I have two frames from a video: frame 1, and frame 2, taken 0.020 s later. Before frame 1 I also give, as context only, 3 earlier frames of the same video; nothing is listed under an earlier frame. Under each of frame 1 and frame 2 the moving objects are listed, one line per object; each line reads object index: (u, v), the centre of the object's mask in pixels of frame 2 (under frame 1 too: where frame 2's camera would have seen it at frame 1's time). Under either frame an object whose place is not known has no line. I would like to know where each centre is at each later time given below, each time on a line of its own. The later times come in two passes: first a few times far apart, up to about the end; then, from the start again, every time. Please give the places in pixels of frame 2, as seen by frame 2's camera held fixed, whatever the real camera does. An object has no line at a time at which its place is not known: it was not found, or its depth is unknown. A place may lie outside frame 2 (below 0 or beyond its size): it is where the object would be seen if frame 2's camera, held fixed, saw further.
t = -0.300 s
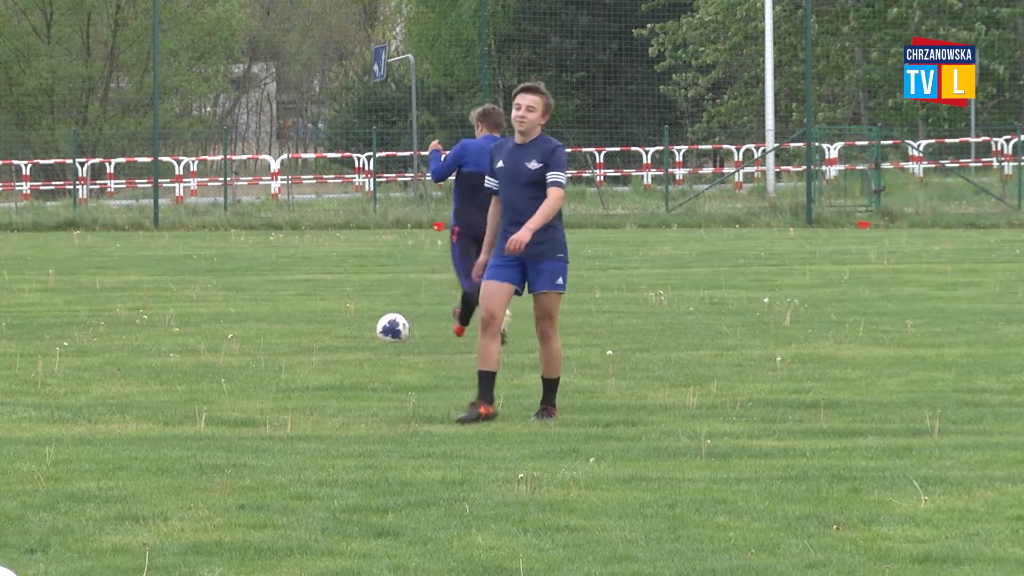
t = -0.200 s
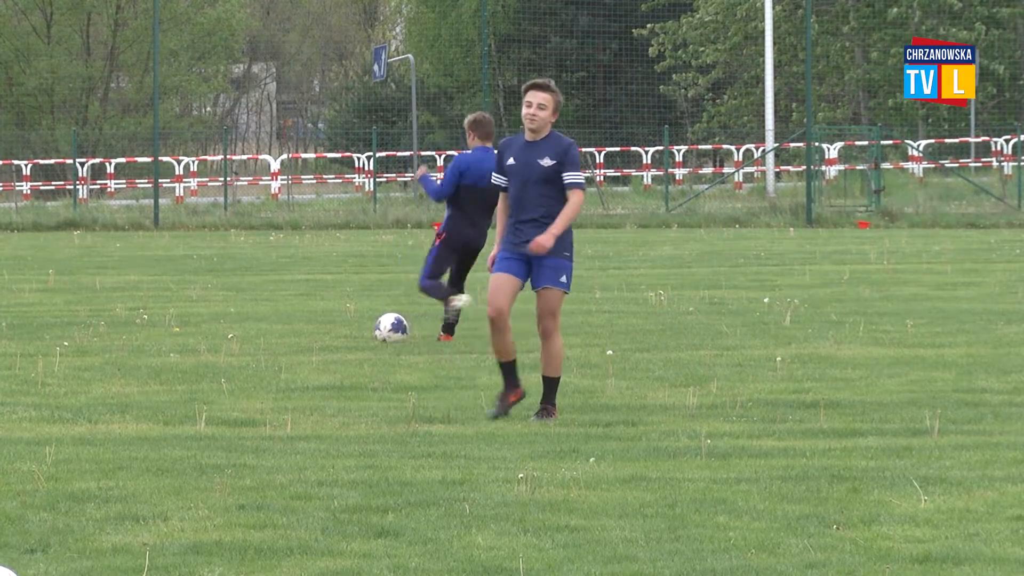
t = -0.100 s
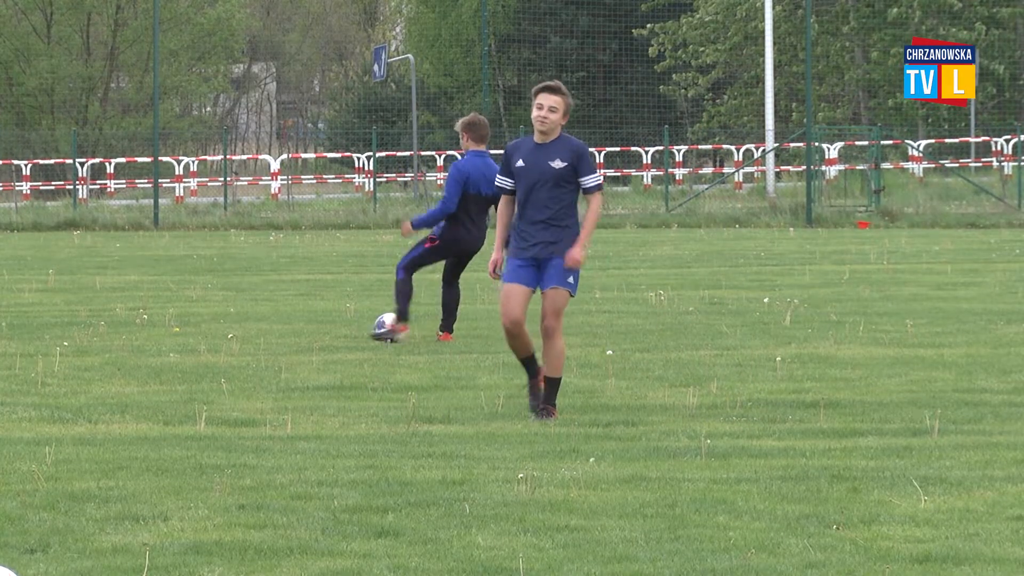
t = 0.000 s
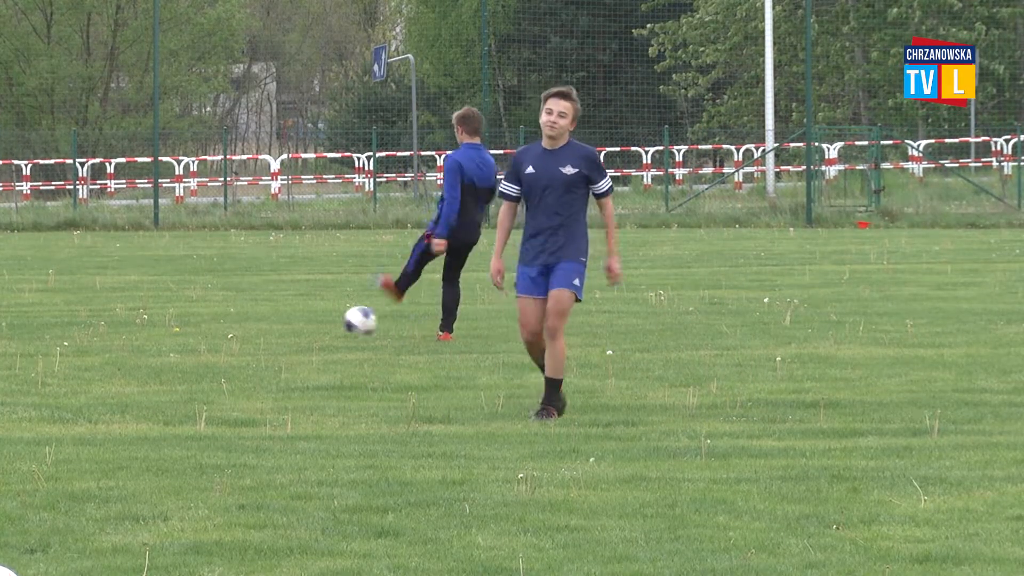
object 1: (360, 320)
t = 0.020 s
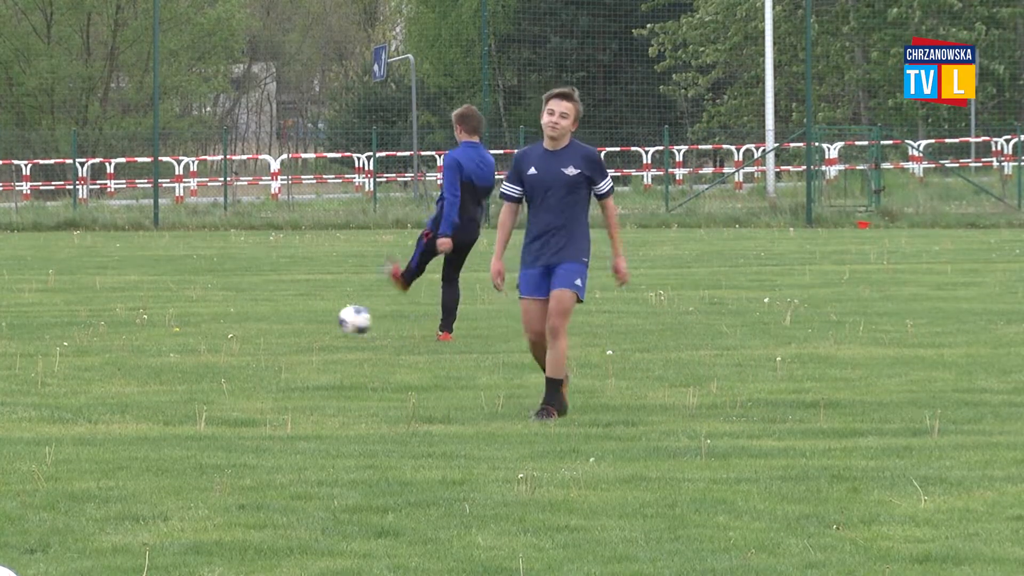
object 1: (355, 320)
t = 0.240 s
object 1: (302, 308)
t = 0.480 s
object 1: (264, 300)
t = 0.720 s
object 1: (240, 290)
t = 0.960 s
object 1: (223, 289)
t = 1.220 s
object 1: (209, 287)
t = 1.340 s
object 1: (204, 285)
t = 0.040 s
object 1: (349, 318)
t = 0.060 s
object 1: (343, 317)
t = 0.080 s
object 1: (338, 316)
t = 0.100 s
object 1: (333, 315)
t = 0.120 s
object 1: (329, 313)
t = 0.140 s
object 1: (324, 311)
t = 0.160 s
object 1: (319, 311)
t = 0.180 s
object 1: (315, 311)
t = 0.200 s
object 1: (310, 310)
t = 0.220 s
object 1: (306, 309)
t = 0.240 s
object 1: (302, 308)
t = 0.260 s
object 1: (298, 307)
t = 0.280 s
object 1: (295, 305)
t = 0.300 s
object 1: (291, 304)
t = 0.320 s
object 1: (288, 303)
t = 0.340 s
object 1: (284, 302)
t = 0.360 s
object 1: (281, 302)
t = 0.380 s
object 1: (278, 303)
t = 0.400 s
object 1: (274, 303)
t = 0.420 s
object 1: (272, 303)
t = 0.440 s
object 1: (269, 302)
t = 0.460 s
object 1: (267, 300)
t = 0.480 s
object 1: (264, 300)
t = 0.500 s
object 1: (262, 299)
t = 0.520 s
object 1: (259, 299)
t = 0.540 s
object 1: (257, 299)
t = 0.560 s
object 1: (255, 298)
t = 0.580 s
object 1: (252, 296)
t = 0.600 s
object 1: (251, 294)
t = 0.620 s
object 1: (249, 292)
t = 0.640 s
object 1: (247, 291)
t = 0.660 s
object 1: (245, 290)
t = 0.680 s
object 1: (243, 290)
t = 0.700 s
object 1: (241, 290)
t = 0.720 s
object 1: (240, 290)
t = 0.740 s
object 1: (237, 292)
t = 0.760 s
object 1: (236, 293)
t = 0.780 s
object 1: (234, 293)
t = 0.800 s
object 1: (234, 291)
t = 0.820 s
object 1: (232, 290)
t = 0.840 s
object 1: (231, 288)
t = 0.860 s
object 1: (229, 288)
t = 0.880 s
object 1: (228, 287)
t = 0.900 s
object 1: (227, 288)
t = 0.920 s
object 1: (226, 288)
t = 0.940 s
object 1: (224, 289)
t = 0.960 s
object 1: (223, 289)
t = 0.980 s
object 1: (222, 289)
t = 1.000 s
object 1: (222, 288)
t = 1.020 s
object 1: (220, 288)
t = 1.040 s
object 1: (219, 288)
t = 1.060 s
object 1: (218, 288)
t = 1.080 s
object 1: (217, 287)
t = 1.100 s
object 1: (216, 288)
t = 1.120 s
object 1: (215, 287)
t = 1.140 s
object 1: (213, 287)
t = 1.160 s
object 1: (212, 287)
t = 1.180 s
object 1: (211, 287)
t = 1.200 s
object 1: (211, 287)
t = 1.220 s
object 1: (209, 287)
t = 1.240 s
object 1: (208, 286)
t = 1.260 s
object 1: (207, 286)
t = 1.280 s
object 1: (207, 285)
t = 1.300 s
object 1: (205, 285)
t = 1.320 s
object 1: (205, 285)
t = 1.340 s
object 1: (204, 285)
